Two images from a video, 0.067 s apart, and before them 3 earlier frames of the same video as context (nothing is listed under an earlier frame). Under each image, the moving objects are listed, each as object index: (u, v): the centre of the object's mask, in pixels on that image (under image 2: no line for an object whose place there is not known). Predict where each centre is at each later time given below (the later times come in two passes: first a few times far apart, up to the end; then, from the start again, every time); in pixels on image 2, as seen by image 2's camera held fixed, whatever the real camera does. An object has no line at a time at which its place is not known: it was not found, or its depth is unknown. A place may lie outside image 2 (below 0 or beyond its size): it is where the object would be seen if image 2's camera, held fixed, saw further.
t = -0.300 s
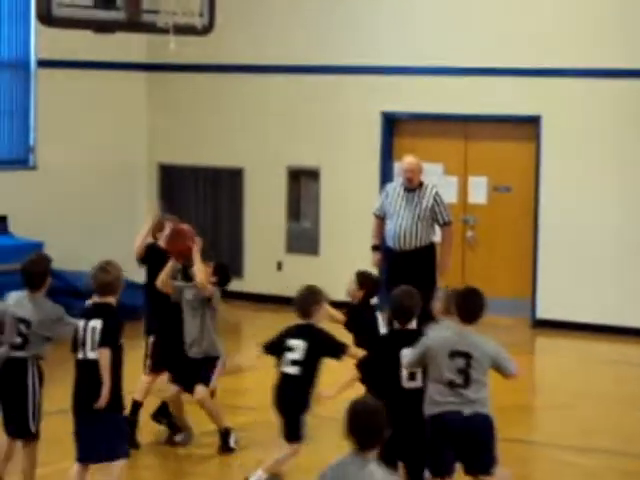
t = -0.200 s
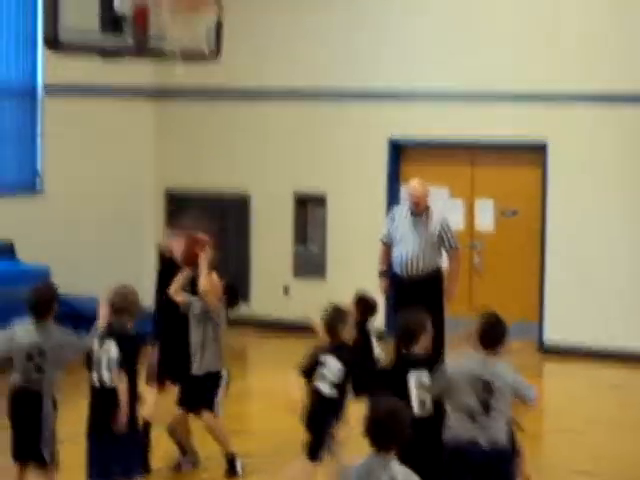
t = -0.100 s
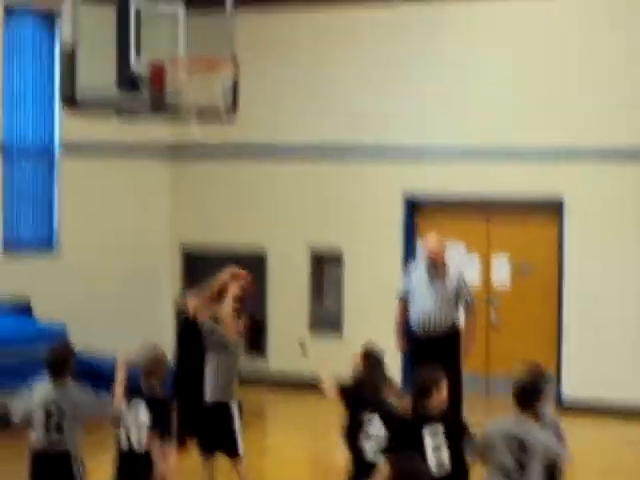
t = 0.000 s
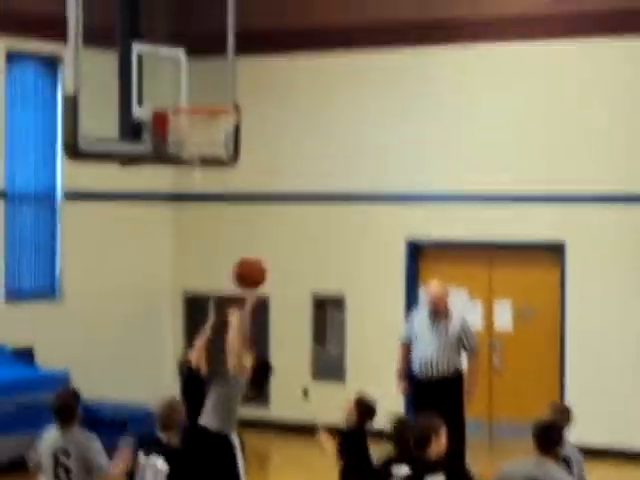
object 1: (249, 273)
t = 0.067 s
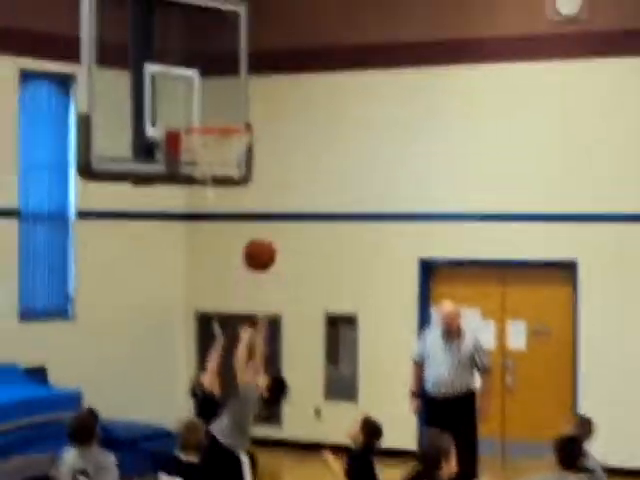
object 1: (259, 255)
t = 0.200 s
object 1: (254, 201)
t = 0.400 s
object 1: (248, 167)
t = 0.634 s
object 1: (235, 201)
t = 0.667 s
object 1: (233, 212)
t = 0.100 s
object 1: (258, 240)
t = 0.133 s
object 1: (256, 225)
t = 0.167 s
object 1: (256, 212)
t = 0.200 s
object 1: (254, 201)
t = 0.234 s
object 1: (252, 191)
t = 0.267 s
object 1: (252, 184)
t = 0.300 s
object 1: (251, 176)
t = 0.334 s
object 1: (250, 171)
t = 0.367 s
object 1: (249, 168)
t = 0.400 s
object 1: (248, 167)
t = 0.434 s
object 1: (248, 167)
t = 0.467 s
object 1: (247, 168)
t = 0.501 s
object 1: (246, 171)
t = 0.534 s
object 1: (243, 178)
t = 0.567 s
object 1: (240, 186)
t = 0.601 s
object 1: (236, 191)
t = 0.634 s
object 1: (235, 201)
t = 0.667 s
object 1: (233, 212)
